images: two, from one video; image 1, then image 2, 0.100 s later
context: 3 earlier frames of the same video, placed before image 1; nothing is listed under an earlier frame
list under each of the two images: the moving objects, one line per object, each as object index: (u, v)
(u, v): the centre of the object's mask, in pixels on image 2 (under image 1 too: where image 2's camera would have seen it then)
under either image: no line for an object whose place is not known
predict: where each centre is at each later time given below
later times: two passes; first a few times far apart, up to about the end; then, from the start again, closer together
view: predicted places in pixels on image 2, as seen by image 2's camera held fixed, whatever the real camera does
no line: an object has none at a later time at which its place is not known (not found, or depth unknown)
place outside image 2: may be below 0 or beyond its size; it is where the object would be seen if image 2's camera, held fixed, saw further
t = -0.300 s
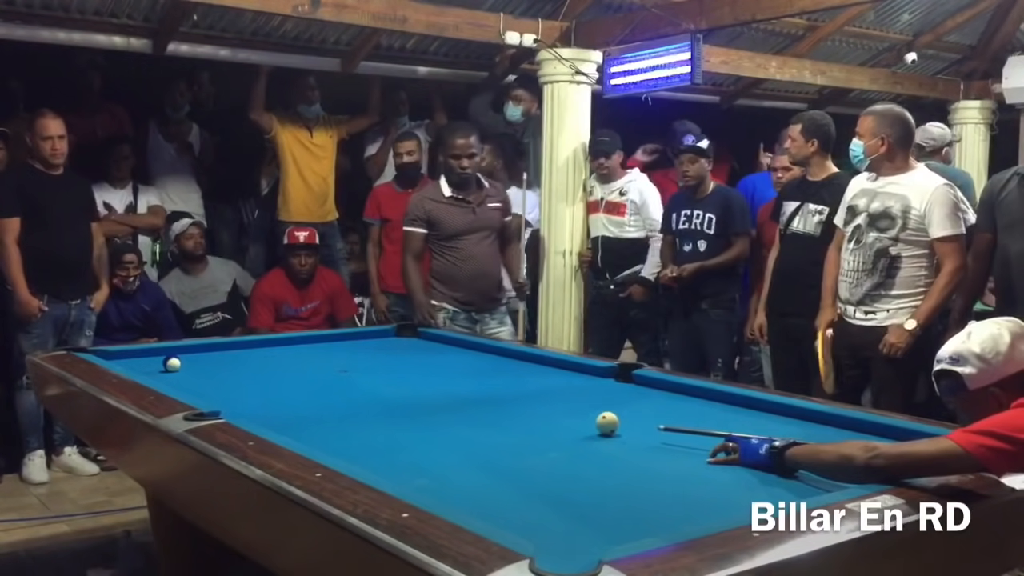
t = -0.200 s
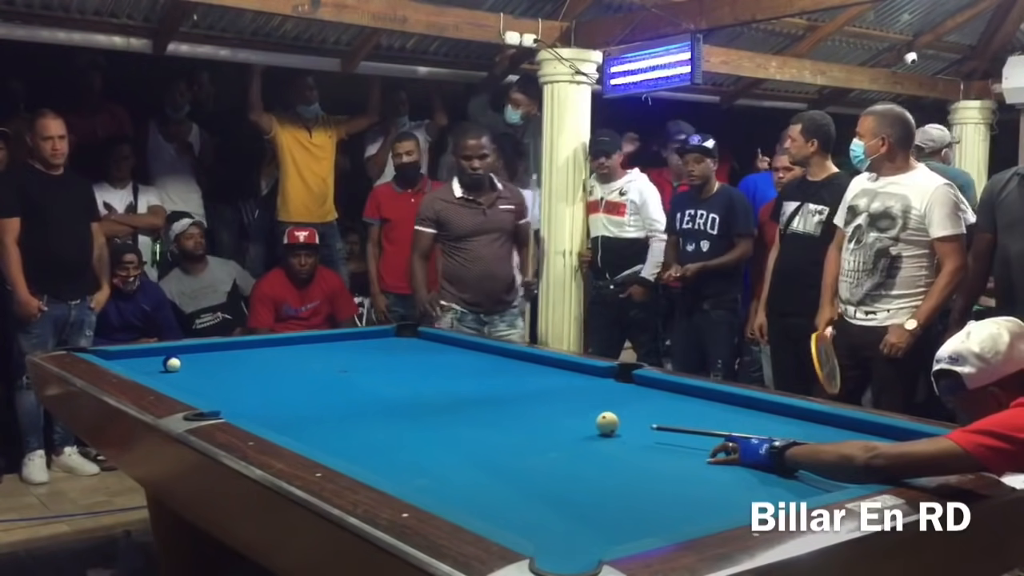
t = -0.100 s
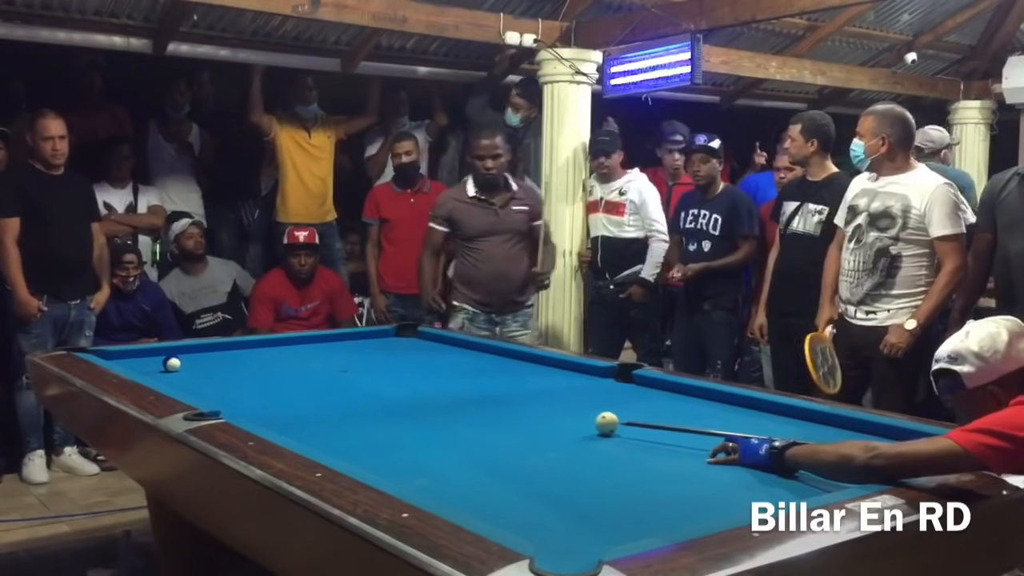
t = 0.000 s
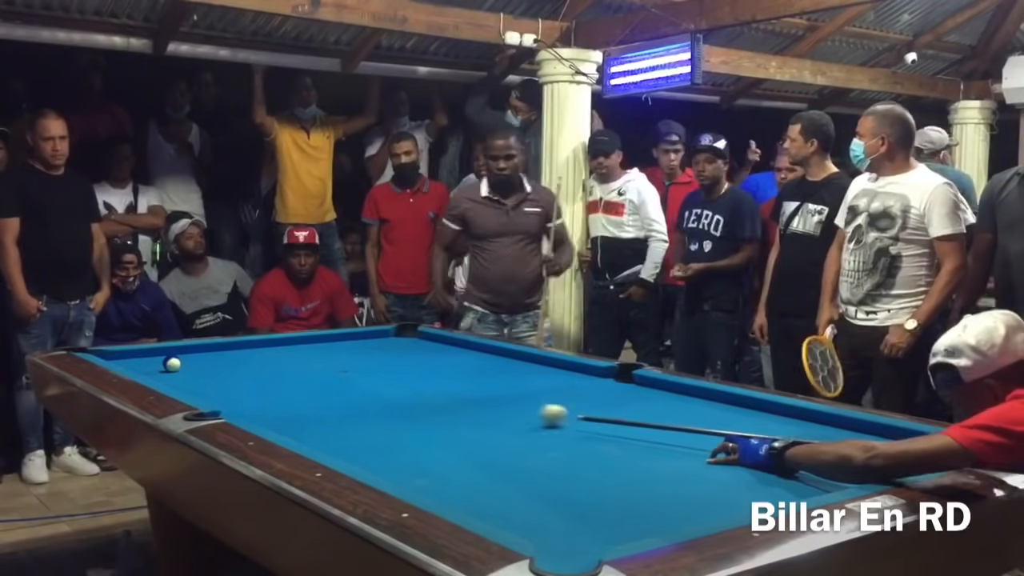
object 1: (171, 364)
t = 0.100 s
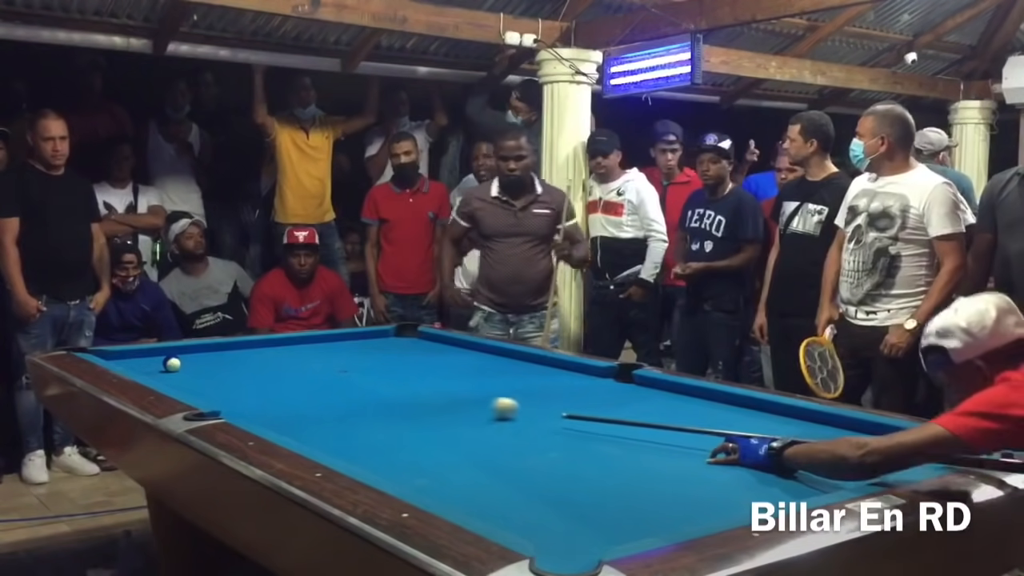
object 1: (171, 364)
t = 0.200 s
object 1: (171, 364)
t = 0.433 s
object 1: (171, 364)
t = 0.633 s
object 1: (171, 363)
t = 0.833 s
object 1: (171, 363)
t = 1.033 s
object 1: (157, 364)
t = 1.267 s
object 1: (119, 361)
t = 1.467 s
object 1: (137, 362)
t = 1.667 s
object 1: (156, 359)
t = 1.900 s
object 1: (176, 355)
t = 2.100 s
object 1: (188, 352)
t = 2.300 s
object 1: (202, 350)
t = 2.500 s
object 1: (215, 348)
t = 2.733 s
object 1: (227, 346)
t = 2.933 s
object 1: (236, 344)
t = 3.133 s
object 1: (246, 342)
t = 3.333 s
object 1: (253, 343)
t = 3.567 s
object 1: (260, 342)
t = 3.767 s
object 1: (266, 342)
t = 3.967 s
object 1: (271, 342)
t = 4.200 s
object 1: (275, 342)
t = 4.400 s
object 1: (276, 342)
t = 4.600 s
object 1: (276, 342)
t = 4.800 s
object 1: (276, 342)
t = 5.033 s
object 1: (277, 342)
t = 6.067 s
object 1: (277, 342)
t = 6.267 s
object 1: (276, 342)
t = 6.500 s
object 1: (276, 342)
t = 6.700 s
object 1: (276, 342)
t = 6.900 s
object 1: (276, 342)
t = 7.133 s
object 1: (276, 342)
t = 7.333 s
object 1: (276, 342)
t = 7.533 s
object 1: (276, 342)
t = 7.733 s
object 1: (276, 342)
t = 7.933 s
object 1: (276, 342)
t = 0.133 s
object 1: (171, 364)
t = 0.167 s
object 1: (171, 364)
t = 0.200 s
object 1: (171, 364)
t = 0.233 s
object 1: (171, 364)
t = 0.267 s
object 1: (171, 364)
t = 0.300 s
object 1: (171, 364)
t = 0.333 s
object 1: (171, 364)
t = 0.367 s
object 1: (171, 364)
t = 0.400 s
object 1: (171, 364)
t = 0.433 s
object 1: (171, 364)
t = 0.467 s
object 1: (171, 364)
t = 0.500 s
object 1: (171, 364)
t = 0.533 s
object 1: (171, 363)
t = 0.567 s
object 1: (171, 364)
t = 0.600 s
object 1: (171, 364)
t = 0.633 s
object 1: (171, 363)
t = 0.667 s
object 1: (171, 363)
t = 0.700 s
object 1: (171, 363)
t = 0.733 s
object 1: (171, 363)
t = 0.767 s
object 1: (171, 363)
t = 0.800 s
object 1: (171, 363)
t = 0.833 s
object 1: (171, 363)
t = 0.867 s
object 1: (171, 363)
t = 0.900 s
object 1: (171, 363)
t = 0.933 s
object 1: (171, 363)
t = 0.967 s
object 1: (171, 364)
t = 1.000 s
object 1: (165, 364)
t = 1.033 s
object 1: (157, 364)
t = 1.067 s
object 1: (151, 363)
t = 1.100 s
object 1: (144, 363)
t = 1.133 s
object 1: (137, 363)
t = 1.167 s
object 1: (132, 363)
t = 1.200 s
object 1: (126, 362)
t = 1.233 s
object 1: (120, 361)
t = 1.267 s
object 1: (119, 361)
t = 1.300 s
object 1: (122, 362)
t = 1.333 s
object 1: (125, 361)
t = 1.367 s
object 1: (129, 361)
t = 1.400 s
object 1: (132, 361)
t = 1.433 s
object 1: (136, 362)
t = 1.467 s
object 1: (137, 362)
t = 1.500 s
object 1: (140, 361)
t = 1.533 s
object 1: (143, 360)
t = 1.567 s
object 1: (146, 359)
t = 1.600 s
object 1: (149, 358)
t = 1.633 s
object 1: (152, 359)
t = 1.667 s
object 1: (156, 359)
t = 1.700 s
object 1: (158, 359)
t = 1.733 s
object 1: (160, 357)
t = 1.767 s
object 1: (164, 356)
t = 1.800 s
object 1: (167, 356)
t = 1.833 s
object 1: (169, 355)
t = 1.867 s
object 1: (172, 355)
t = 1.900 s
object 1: (176, 355)
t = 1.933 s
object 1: (177, 355)
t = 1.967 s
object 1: (179, 354)
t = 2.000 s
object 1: (182, 354)
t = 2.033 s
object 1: (183, 353)
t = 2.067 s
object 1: (186, 352)
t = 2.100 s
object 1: (188, 352)
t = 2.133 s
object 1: (191, 353)
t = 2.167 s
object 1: (194, 354)
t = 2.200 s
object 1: (195, 353)
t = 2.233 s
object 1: (197, 352)
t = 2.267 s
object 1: (199, 351)
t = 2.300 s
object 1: (202, 350)
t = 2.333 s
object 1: (204, 349)
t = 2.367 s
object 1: (207, 349)
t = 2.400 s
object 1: (209, 349)
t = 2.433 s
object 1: (213, 348)
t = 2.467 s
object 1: (215, 348)
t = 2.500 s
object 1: (215, 348)
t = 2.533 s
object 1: (216, 348)
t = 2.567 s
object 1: (218, 348)
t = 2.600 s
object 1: (220, 347)
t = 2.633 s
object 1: (222, 347)
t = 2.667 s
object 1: (223, 347)
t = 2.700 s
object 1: (225, 347)
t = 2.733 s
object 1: (227, 346)
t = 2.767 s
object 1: (230, 346)
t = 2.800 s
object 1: (230, 346)
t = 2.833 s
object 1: (232, 346)
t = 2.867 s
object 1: (233, 346)
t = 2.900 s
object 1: (235, 346)
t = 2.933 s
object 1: (236, 344)
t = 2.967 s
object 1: (238, 344)
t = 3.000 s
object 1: (240, 343)
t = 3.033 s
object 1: (242, 342)
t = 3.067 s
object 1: (244, 341)
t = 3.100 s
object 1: (246, 341)
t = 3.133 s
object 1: (246, 342)
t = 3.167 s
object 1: (247, 343)
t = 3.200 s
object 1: (249, 343)
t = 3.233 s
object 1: (250, 343)
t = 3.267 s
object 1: (251, 343)
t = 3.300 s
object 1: (252, 343)
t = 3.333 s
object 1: (253, 343)
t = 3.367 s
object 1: (254, 343)
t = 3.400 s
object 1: (255, 343)
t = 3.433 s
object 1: (256, 343)
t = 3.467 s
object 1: (257, 343)
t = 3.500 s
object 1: (258, 343)
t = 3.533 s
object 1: (259, 342)
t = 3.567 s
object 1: (260, 342)
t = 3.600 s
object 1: (261, 342)
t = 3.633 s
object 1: (262, 342)
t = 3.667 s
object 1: (263, 342)
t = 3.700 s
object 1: (264, 342)
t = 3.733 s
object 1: (265, 342)
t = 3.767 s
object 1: (266, 342)
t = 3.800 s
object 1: (267, 342)
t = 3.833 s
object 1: (268, 342)
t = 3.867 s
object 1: (269, 342)
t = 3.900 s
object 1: (269, 342)
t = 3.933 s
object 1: (270, 342)
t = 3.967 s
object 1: (271, 342)
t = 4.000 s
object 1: (272, 342)
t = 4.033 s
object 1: (272, 342)
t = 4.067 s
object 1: (273, 342)
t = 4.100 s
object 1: (273, 342)
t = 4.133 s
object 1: (274, 342)
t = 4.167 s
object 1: (274, 342)
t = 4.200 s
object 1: (275, 342)
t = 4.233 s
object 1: (275, 342)
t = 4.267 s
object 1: (275, 342)
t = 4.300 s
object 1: (276, 342)
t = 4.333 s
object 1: (276, 342)
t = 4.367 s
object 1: (276, 342)
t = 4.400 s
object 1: (276, 342)
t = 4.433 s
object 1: (276, 342)
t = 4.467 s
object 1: (276, 342)
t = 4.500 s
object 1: (276, 342)
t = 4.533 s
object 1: (276, 342)
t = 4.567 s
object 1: (276, 342)
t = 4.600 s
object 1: (276, 342)
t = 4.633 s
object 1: (276, 342)
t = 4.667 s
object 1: (276, 342)
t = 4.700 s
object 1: (276, 342)
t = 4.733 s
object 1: (276, 342)
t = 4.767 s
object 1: (276, 342)
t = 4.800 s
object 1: (276, 342)
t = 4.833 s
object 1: (276, 342)
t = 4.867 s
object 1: (276, 342)
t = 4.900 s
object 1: (276, 342)
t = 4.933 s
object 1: (276, 342)
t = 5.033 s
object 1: (277, 342)
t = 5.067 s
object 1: (276, 342)
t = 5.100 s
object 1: (276, 342)
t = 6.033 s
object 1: (281, 342)
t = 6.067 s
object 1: (277, 342)
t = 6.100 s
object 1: (276, 342)
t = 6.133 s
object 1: (276, 342)
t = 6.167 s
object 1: (276, 342)
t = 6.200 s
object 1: (276, 342)
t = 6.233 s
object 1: (276, 342)
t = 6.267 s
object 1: (276, 342)
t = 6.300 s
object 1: (276, 342)
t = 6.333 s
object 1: (276, 342)
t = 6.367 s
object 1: (276, 342)
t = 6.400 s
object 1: (276, 342)
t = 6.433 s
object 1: (276, 342)
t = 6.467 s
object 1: (276, 342)
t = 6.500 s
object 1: (276, 342)
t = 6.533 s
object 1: (276, 342)
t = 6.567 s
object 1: (276, 342)
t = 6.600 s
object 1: (276, 342)
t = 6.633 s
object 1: (276, 342)
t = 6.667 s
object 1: (276, 342)
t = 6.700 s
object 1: (276, 342)
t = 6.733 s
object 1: (276, 342)
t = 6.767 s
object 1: (276, 342)
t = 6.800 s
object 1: (276, 342)
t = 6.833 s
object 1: (276, 342)
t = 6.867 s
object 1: (276, 342)
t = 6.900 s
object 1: (276, 342)
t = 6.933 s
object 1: (276, 342)
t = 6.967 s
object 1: (276, 342)
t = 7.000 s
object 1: (276, 342)
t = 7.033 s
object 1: (276, 342)
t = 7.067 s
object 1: (276, 342)
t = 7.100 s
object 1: (276, 342)
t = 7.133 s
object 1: (276, 342)
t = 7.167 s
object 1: (276, 342)
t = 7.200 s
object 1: (276, 342)
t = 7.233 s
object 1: (276, 342)
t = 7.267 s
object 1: (276, 342)
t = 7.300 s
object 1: (276, 342)
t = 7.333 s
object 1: (276, 342)
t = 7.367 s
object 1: (276, 342)
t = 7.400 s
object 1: (276, 342)
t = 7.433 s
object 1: (276, 342)
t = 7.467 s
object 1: (276, 342)
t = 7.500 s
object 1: (276, 342)
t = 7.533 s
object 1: (276, 342)
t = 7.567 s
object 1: (276, 342)
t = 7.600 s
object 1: (276, 342)
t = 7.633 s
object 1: (276, 342)
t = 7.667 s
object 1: (276, 342)
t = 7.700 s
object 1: (276, 342)
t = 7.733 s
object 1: (276, 342)
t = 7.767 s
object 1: (276, 342)
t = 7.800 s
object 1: (276, 342)
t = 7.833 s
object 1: (276, 342)
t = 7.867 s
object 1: (276, 342)
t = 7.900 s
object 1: (276, 342)
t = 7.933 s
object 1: (276, 342)
